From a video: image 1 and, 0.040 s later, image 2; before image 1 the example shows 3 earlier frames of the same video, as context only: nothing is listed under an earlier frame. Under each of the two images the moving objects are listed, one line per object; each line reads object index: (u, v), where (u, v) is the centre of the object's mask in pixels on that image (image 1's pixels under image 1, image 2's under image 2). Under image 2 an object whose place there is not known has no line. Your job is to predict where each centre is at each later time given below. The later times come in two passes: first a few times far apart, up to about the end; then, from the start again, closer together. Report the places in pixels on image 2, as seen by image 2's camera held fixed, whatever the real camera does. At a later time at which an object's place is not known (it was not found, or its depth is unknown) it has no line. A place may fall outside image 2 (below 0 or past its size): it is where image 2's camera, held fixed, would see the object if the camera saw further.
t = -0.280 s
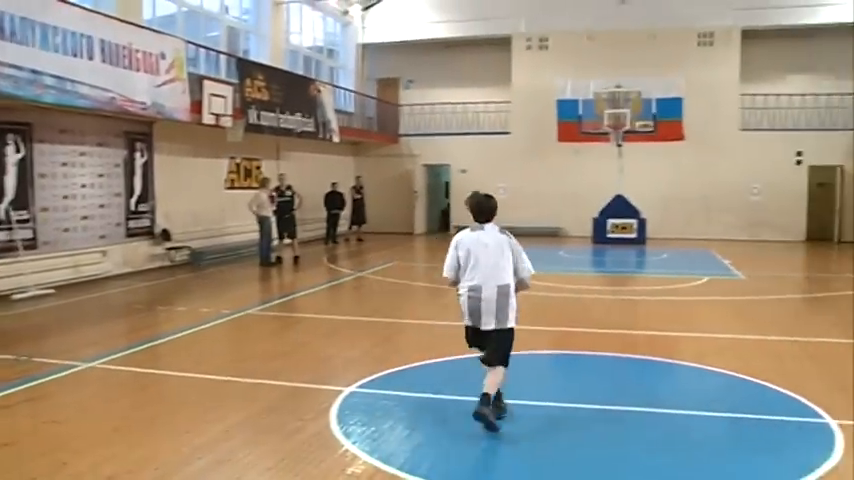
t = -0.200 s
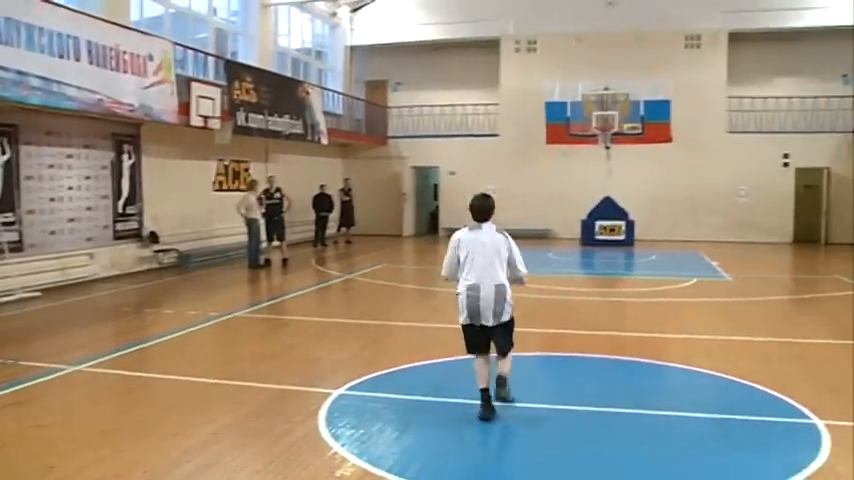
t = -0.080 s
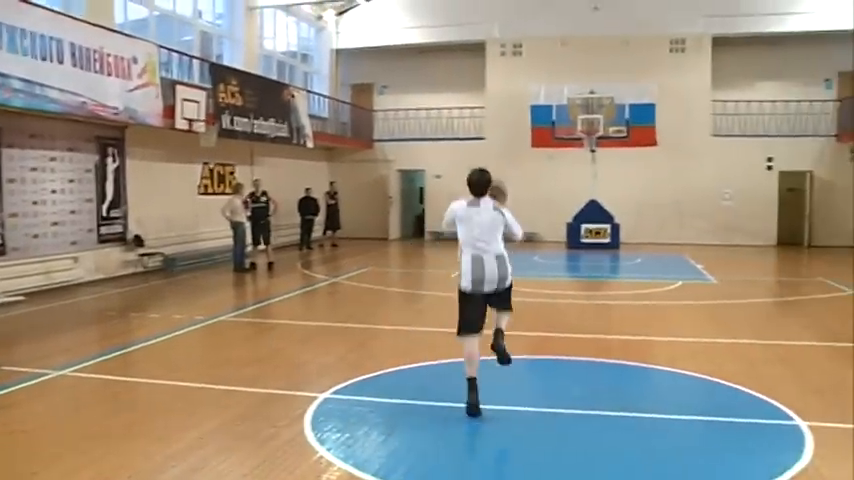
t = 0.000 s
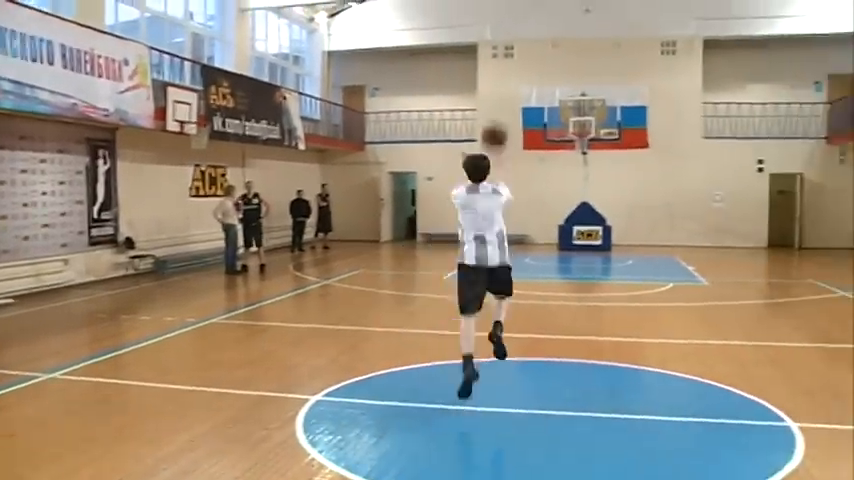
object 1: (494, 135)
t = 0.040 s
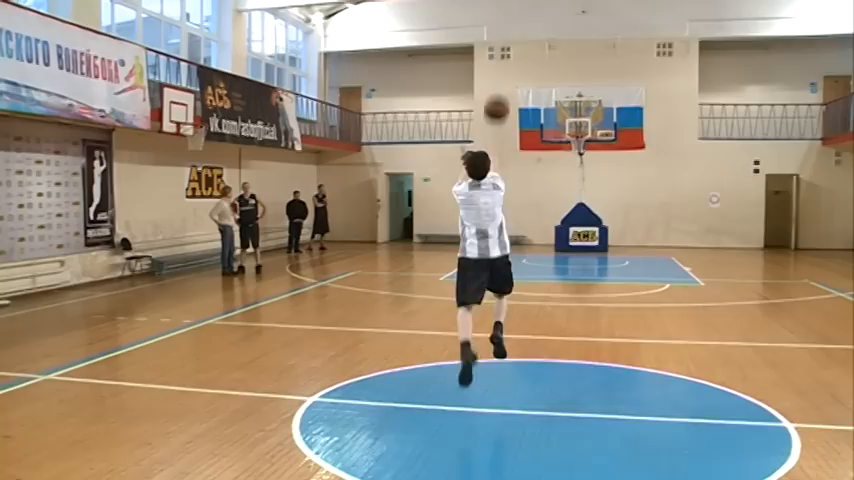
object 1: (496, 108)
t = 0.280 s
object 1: (522, 12)
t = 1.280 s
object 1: (569, 90)
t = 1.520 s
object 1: (584, 139)
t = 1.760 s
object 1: (583, 146)
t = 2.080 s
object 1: (583, 187)
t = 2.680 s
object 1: (569, 209)
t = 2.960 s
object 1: (559, 198)
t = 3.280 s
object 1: (547, 228)
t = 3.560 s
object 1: (538, 249)
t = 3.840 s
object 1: (531, 227)
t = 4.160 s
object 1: (524, 248)
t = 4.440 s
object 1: (516, 251)
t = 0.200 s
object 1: (515, 35)
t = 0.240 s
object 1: (518, 22)
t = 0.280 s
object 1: (522, 12)
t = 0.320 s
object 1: (525, 4)
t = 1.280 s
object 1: (569, 90)
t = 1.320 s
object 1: (570, 100)
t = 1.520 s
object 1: (584, 139)
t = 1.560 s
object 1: (582, 144)
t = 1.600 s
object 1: (582, 145)
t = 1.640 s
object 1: (583, 145)
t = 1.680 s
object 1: (583, 145)
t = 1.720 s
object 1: (583, 146)
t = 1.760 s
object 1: (583, 146)
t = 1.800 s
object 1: (582, 148)
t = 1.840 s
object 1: (583, 149)
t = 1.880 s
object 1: (583, 151)
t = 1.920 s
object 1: (584, 160)
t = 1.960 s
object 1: (584, 166)
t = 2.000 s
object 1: (583, 172)
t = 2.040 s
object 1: (583, 179)
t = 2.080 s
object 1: (583, 187)
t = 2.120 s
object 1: (582, 195)
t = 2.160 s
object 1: (582, 203)
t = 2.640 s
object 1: (571, 213)
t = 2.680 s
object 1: (569, 209)
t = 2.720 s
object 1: (568, 206)
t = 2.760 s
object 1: (567, 203)
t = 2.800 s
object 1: (565, 200)
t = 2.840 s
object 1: (564, 198)
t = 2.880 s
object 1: (562, 197)
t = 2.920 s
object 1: (560, 197)
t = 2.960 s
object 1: (559, 198)
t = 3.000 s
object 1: (558, 199)
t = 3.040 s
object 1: (556, 201)
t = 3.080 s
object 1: (555, 204)
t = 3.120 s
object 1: (553, 207)
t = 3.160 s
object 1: (551, 211)
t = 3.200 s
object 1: (550, 216)
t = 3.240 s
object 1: (549, 222)
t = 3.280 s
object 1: (547, 228)
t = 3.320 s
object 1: (545, 235)
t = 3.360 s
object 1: (544, 243)
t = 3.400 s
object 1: (542, 252)
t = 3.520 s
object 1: (539, 254)
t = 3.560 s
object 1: (538, 249)
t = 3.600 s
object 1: (537, 243)
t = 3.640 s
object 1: (536, 239)
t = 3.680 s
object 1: (535, 235)
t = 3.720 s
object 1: (534, 231)
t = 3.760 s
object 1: (533, 229)
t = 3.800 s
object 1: (532, 227)
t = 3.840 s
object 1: (531, 227)
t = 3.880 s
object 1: (530, 226)
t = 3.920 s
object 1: (529, 227)
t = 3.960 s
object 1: (529, 228)
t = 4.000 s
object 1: (528, 230)
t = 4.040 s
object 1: (526, 233)
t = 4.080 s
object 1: (525, 238)
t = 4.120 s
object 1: (524, 241)
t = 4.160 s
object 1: (524, 248)
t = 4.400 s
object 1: (517, 254)
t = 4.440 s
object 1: (516, 251)
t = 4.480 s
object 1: (515, 250)
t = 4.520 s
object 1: (513, 247)
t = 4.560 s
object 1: (513, 246)
